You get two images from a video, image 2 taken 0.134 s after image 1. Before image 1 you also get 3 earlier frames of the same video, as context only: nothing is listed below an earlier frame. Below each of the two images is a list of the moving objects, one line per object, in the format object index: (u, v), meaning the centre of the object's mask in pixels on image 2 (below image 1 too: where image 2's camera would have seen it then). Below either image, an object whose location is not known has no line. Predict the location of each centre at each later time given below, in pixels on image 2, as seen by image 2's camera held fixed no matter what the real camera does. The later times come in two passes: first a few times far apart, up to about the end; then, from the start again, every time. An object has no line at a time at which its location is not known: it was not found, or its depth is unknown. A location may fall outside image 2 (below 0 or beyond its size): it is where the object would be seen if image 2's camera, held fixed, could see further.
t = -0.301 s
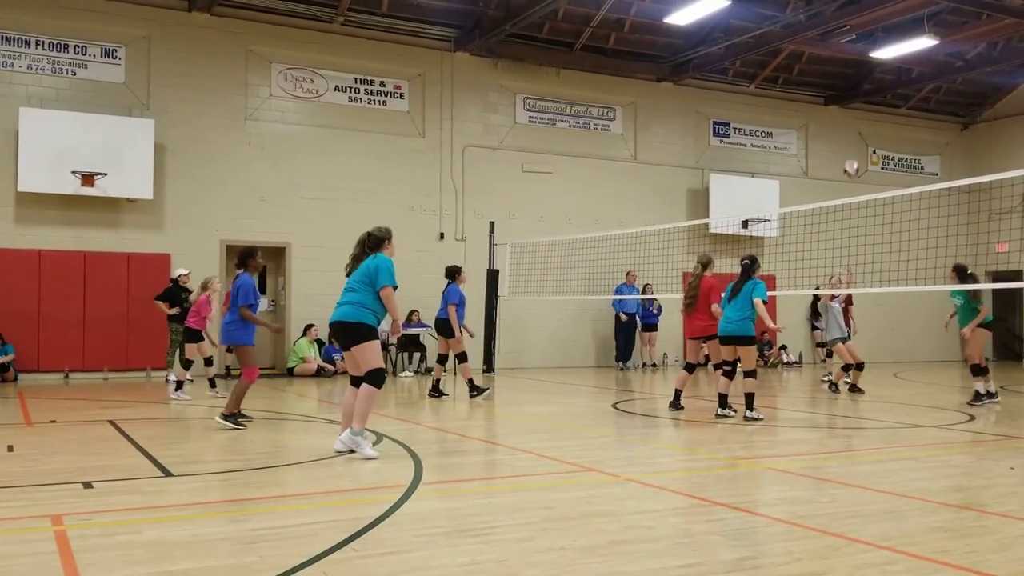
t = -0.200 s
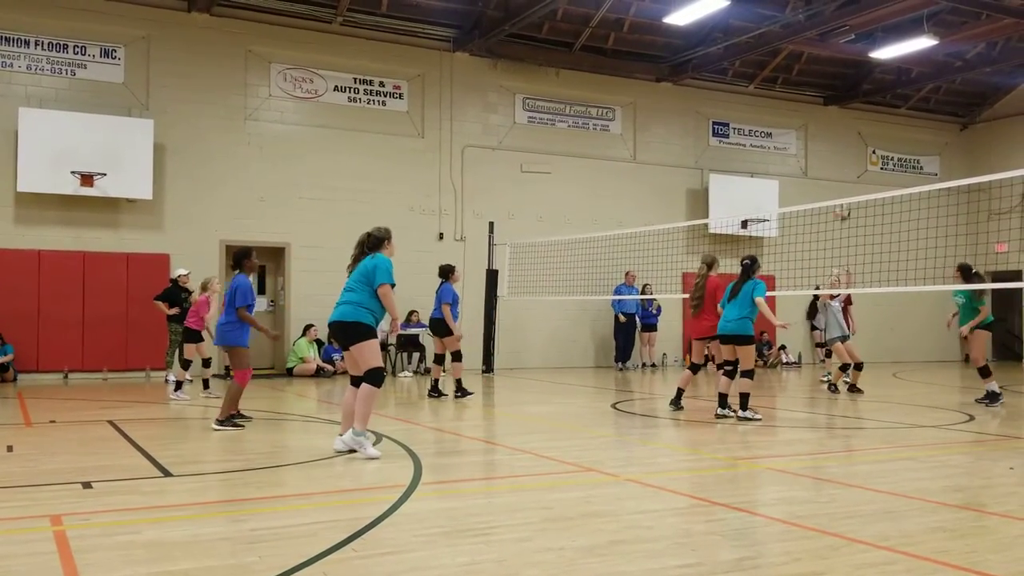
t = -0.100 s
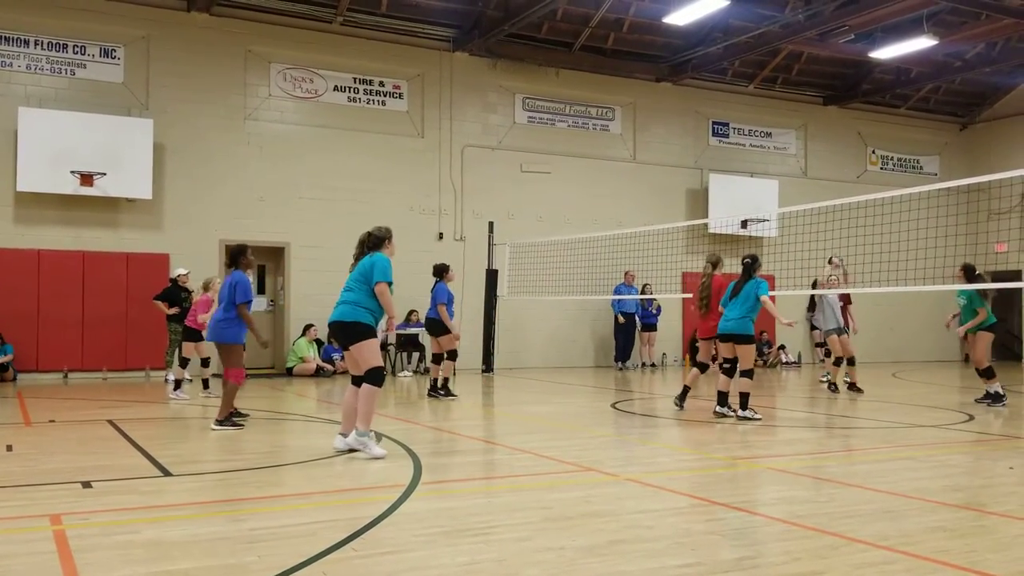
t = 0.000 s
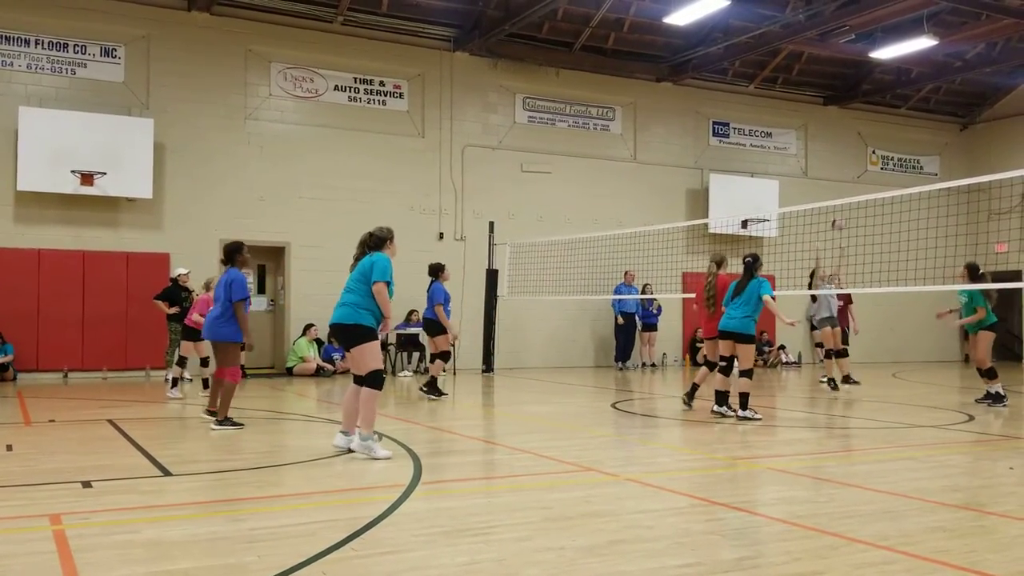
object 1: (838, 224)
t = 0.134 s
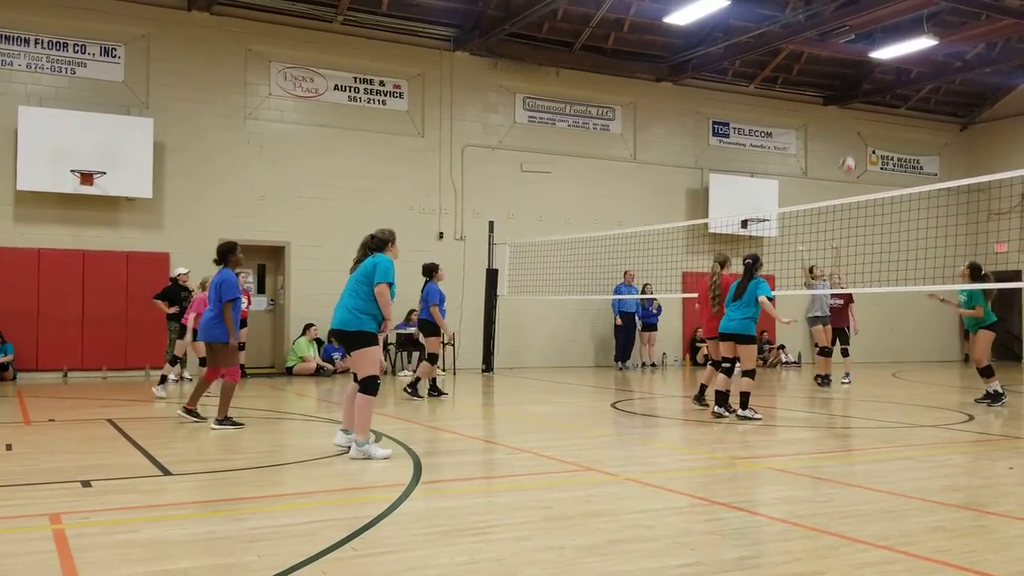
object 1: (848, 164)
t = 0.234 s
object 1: (855, 129)
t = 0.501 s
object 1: (874, 72)
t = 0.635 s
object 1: (884, 64)
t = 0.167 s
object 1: (850, 150)
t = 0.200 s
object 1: (853, 140)
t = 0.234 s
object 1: (855, 129)
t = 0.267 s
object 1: (857, 120)
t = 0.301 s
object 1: (860, 111)
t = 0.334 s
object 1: (862, 102)
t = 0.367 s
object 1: (865, 95)
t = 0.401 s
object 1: (867, 88)
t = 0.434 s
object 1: (869, 82)
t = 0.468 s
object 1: (871, 77)
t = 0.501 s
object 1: (874, 72)
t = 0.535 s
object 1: (876, 69)
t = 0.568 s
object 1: (879, 66)
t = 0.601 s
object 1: (881, 65)
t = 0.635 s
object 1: (884, 64)
